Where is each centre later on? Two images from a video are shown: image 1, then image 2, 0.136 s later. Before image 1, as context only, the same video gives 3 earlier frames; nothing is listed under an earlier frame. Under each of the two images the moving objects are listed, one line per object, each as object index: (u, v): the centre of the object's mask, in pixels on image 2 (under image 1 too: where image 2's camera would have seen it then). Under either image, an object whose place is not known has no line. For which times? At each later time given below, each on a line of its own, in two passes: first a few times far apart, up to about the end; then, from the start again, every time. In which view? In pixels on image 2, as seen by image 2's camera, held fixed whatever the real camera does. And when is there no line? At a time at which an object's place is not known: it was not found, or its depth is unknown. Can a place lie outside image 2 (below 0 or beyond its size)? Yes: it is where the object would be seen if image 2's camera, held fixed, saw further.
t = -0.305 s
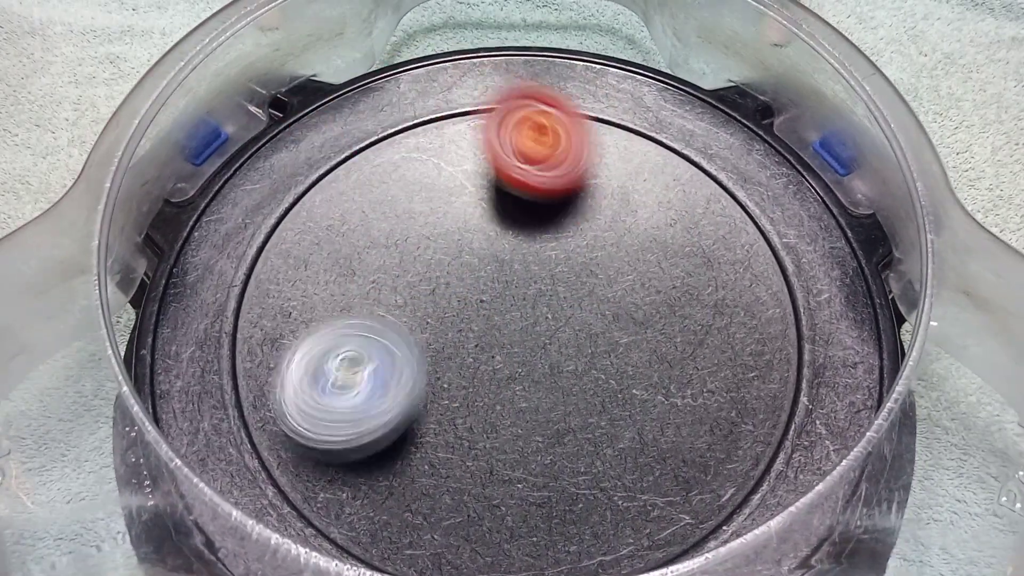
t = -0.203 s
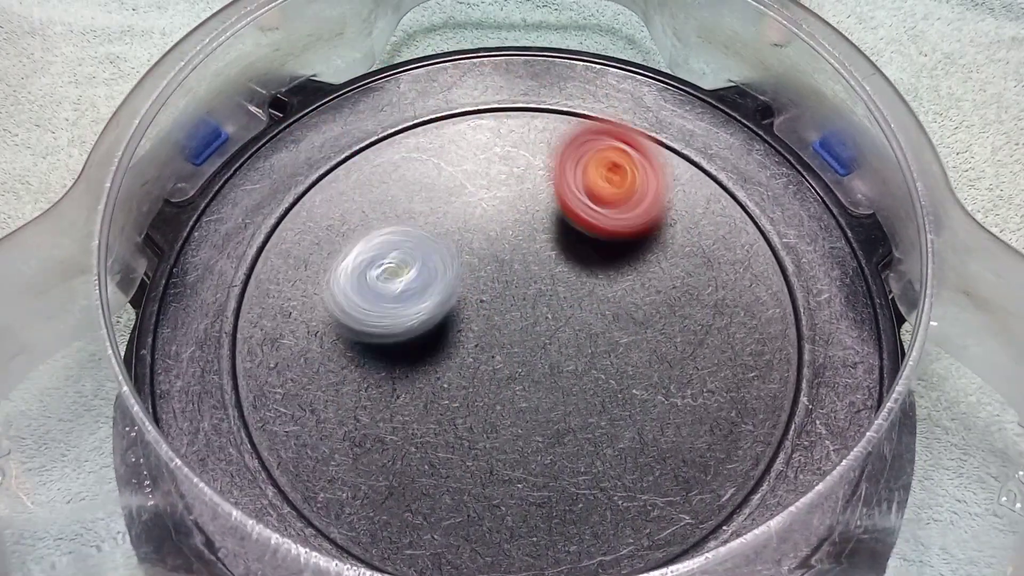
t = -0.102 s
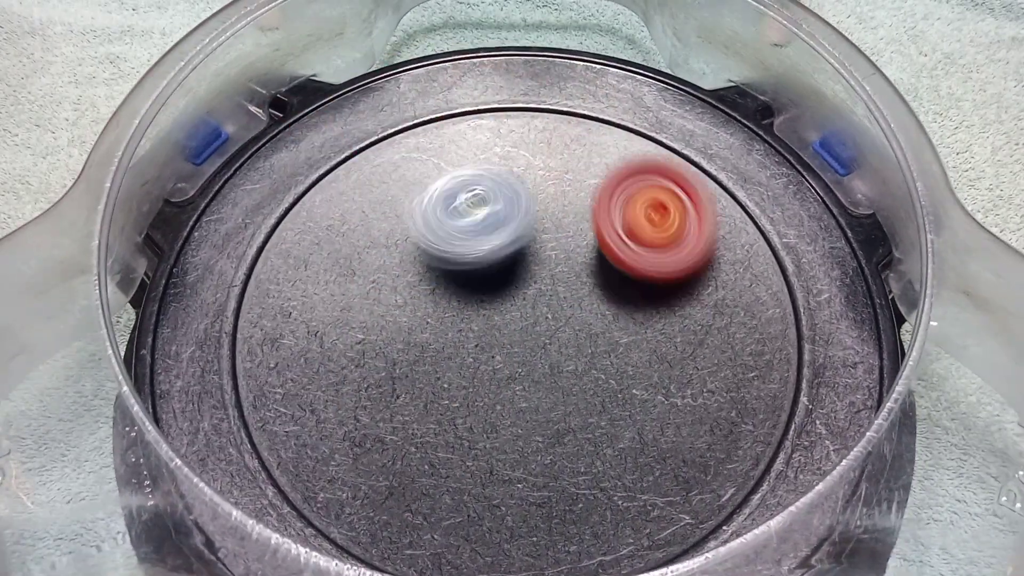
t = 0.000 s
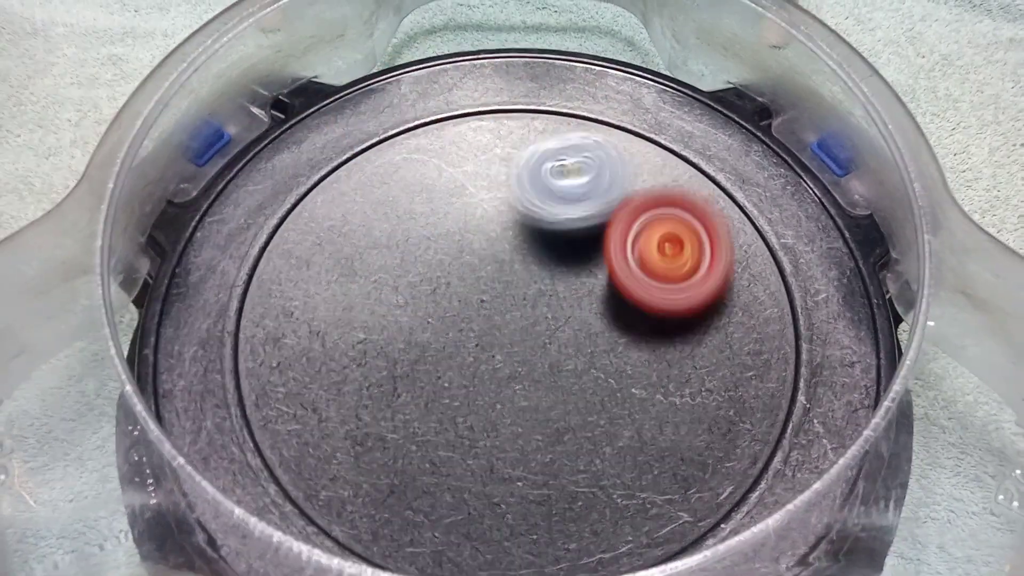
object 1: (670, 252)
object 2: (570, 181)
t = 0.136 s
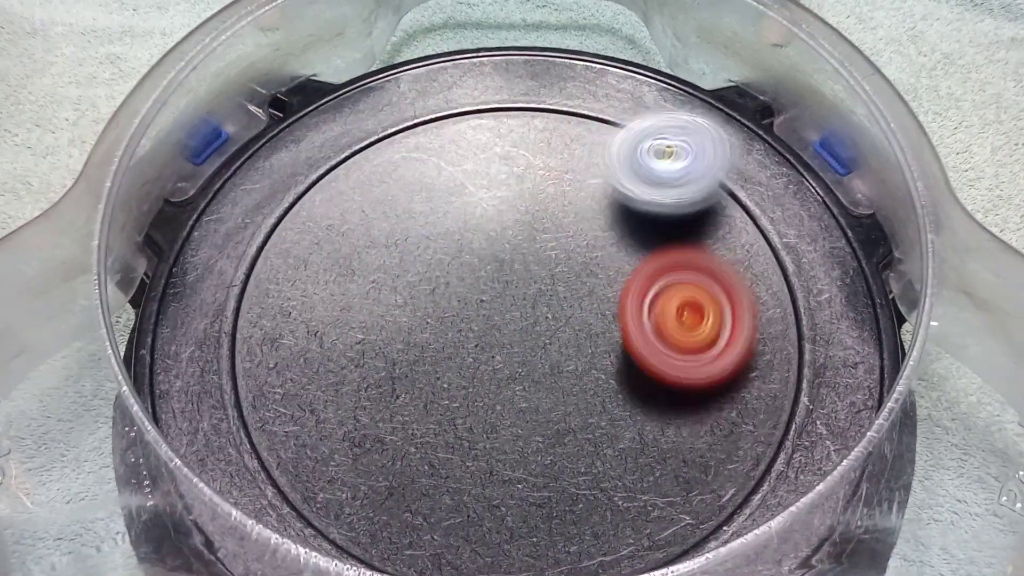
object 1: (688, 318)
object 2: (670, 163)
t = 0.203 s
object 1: (672, 334)
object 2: (712, 182)
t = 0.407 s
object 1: (567, 291)
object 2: (732, 313)
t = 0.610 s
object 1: (534, 185)
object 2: (545, 377)
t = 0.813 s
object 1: (420, 151)
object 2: (416, 275)
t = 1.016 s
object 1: (367, 183)
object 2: (361, 375)
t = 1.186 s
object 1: (486, 270)
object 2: (298, 343)
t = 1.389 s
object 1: (653, 230)
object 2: (396, 293)
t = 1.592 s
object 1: (653, 116)
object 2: (549, 334)
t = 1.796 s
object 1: (503, 177)
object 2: (628, 416)
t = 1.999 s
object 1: (523, 360)
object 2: (577, 494)
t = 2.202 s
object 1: (659, 358)
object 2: (472, 466)
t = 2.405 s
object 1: (686, 231)
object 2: (493, 323)
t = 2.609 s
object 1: (545, 130)
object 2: (517, 302)
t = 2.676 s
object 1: (486, 128)
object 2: (523, 297)
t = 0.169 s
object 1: (682, 329)
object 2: (693, 170)
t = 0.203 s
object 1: (672, 334)
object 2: (712, 182)
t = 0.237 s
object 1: (658, 336)
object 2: (730, 199)
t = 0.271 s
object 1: (642, 334)
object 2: (741, 218)
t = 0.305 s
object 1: (624, 328)
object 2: (747, 243)
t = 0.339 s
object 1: (607, 318)
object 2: (746, 265)
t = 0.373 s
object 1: (585, 306)
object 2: (741, 293)
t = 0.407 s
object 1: (567, 291)
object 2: (732, 313)
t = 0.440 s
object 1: (553, 275)
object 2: (710, 339)
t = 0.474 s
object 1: (542, 257)
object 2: (683, 356)
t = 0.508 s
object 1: (537, 241)
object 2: (652, 370)
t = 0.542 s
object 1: (537, 223)
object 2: (615, 377)
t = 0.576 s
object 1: (537, 204)
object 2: (578, 381)
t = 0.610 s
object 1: (534, 185)
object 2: (545, 377)
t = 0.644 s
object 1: (526, 167)
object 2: (514, 369)
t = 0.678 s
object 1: (512, 152)
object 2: (486, 355)
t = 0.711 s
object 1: (492, 141)
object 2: (463, 339)
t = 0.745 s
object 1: (469, 138)
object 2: (441, 316)
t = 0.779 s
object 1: (443, 143)
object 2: (422, 290)
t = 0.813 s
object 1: (420, 151)
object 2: (416, 275)
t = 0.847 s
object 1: (399, 129)
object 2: (413, 303)
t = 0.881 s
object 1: (382, 117)
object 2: (408, 331)
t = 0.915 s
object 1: (374, 127)
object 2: (398, 351)
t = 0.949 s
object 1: (368, 145)
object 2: (389, 364)
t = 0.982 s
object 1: (363, 162)
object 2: (376, 370)
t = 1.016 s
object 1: (367, 183)
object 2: (361, 375)
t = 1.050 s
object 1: (376, 206)
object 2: (344, 375)
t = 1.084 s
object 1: (395, 228)
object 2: (328, 371)
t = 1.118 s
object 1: (420, 246)
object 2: (314, 366)
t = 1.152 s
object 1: (452, 262)
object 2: (301, 358)
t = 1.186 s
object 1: (486, 270)
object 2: (298, 343)
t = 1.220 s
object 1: (519, 274)
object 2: (298, 332)
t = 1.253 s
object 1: (552, 274)
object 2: (305, 320)
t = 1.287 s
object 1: (581, 268)
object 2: (321, 308)
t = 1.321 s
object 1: (609, 258)
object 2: (342, 300)
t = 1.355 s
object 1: (633, 247)
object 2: (366, 295)
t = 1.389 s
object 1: (653, 230)
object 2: (396, 293)
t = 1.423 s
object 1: (668, 212)
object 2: (425, 296)
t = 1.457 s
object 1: (677, 192)
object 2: (451, 299)
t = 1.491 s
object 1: (683, 171)
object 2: (480, 306)
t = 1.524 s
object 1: (681, 149)
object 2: (505, 314)
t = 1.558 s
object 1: (674, 128)
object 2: (528, 322)
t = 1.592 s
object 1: (653, 116)
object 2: (549, 334)
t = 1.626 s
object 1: (627, 115)
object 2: (567, 344)
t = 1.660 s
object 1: (600, 114)
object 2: (584, 355)
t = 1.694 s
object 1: (573, 118)
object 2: (599, 371)
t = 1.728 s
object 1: (547, 130)
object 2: (610, 384)
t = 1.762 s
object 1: (523, 150)
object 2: (623, 399)
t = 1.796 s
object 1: (503, 177)
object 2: (628, 416)
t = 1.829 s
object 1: (490, 210)
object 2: (631, 432)
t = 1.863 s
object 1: (485, 244)
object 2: (631, 449)
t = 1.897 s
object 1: (485, 278)
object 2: (622, 465)
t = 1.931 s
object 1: (493, 311)
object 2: (611, 476)
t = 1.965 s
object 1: (506, 342)
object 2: (591, 480)
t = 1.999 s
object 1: (523, 360)
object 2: (577, 494)
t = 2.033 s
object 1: (540, 364)
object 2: (562, 505)
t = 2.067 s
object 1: (561, 370)
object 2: (543, 511)
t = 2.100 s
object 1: (584, 374)
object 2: (523, 510)
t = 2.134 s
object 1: (609, 373)
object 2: (503, 503)
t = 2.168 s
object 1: (633, 368)
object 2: (486, 489)
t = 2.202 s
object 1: (659, 358)
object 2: (472, 466)
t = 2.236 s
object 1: (680, 343)
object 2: (466, 444)
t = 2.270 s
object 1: (697, 325)
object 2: (463, 417)
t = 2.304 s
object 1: (709, 301)
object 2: (466, 393)
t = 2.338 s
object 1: (710, 277)
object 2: (472, 367)
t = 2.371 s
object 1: (703, 253)
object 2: (480, 344)
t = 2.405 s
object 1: (686, 231)
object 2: (493, 323)
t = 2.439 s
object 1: (660, 214)
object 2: (504, 304)
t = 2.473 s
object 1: (629, 205)
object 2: (519, 287)
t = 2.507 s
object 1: (607, 191)
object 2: (524, 285)
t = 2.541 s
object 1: (590, 165)
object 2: (519, 292)
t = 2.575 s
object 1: (570, 145)
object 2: (517, 300)
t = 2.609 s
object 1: (545, 130)
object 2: (517, 302)
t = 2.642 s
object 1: (517, 125)
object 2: (520, 301)
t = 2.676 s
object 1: (486, 128)
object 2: (523, 297)
